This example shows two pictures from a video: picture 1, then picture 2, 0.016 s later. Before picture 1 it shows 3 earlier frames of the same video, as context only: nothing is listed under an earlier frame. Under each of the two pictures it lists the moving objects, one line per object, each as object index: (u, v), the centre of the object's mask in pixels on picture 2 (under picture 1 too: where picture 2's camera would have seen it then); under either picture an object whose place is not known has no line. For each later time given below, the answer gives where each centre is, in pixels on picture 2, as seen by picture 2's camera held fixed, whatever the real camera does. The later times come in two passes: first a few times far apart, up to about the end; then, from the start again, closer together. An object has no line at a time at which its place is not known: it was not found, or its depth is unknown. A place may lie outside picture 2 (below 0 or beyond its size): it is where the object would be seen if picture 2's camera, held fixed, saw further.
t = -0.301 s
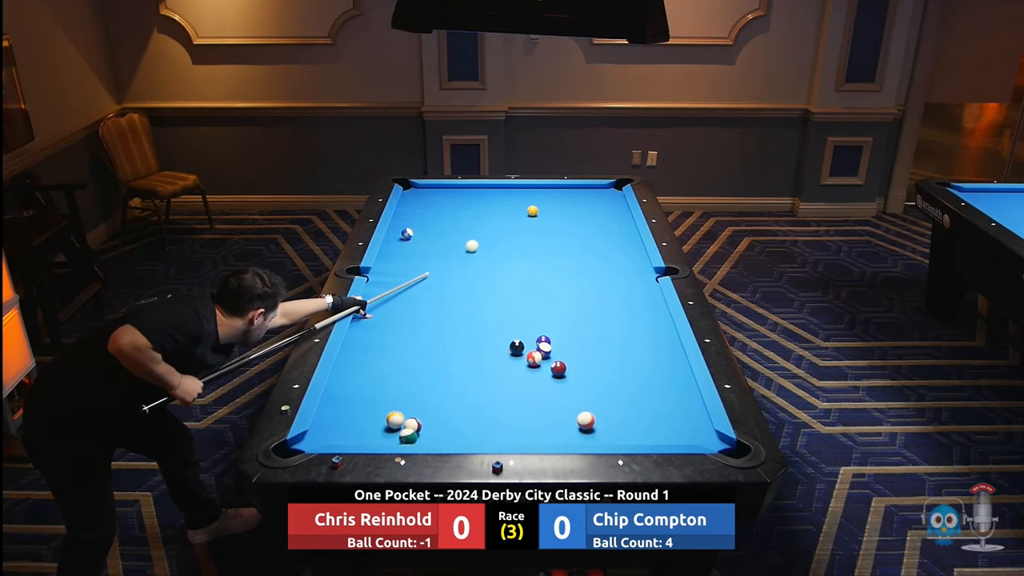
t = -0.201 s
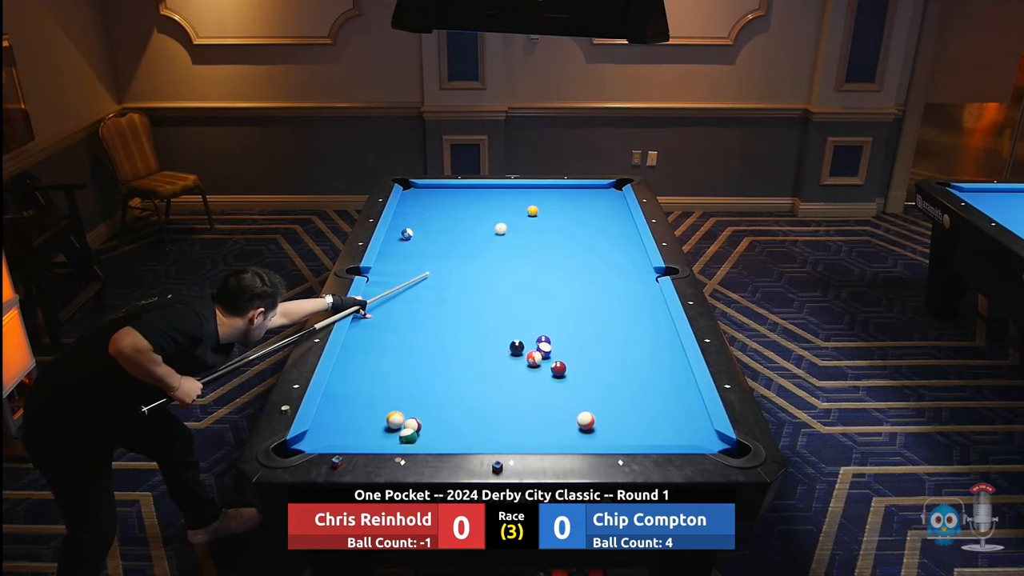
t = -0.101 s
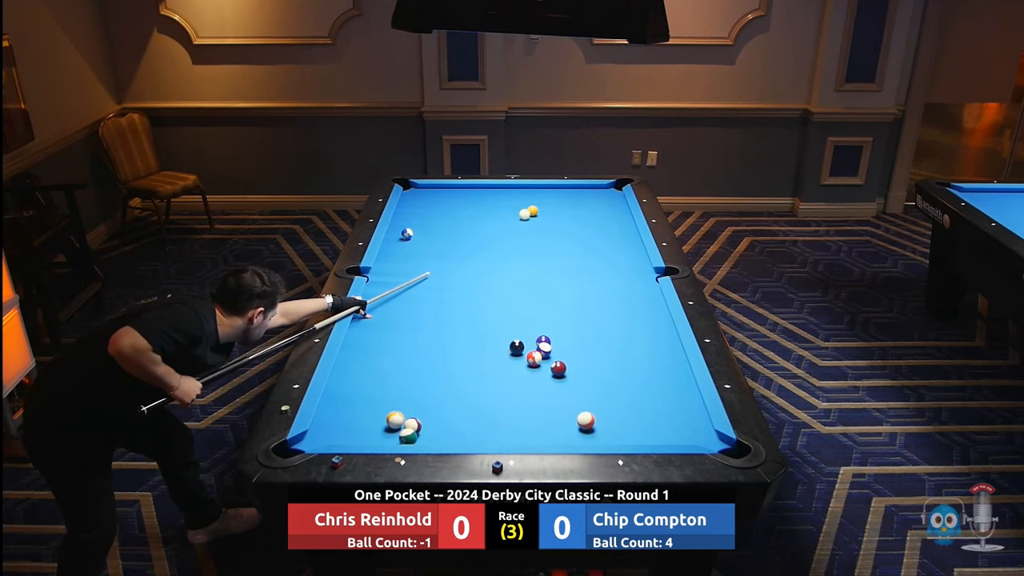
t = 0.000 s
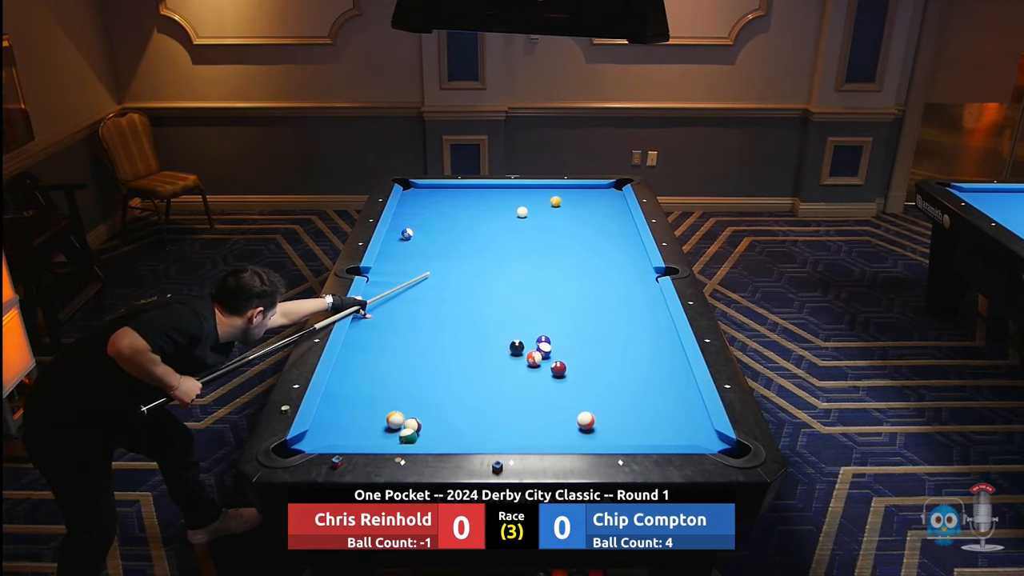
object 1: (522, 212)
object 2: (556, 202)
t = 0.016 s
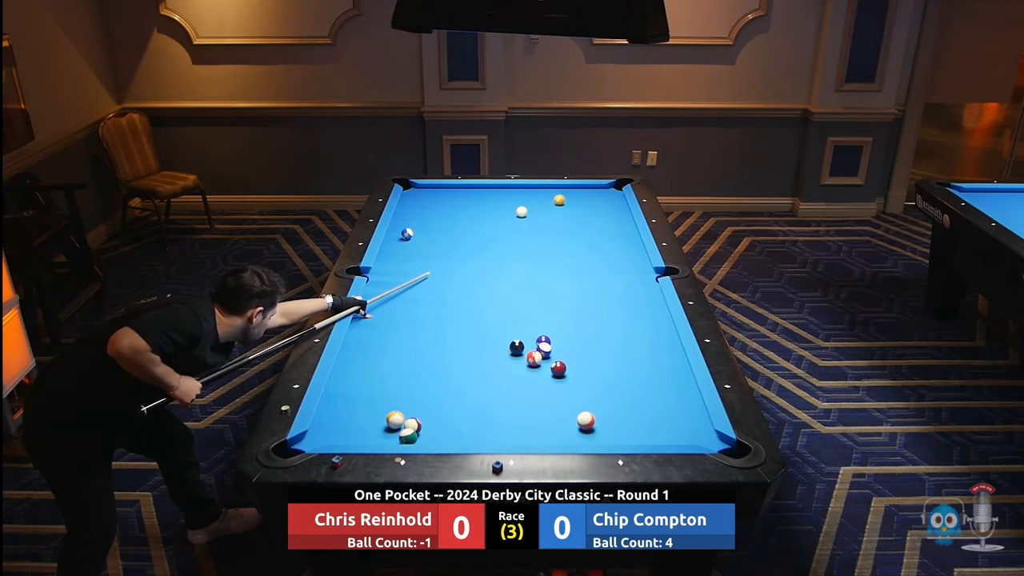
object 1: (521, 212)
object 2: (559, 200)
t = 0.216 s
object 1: (515, 209)
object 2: (595, 187)
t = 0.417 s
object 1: (510, 206)
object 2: (619, 196)
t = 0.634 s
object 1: (504, 203)
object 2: (607, 204)
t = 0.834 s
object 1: (499, 200)
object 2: (596, 212)
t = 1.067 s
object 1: (493, 197)
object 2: (582, 221)
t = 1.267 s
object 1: (489, 195)
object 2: (570, 230)
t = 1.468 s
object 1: (485, 194)
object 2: (558, 239)
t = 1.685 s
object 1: (481, 192)
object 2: (545, 248)
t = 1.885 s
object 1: (478, 190)
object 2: (532, 258)
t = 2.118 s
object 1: (475, 189)
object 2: (516, 269)
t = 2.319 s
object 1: (472, 188)
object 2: (502, 279)
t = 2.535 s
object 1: (470, 187)
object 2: (487, 289)
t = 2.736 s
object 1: (468, 186)
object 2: (472, 299)
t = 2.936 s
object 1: (467, 187)
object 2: (457, 310)
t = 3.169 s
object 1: (466, 187)
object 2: (439, 322)
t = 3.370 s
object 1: (466, 187)
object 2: (423, 333)
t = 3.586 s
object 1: (466, 187)
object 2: (406, 344)
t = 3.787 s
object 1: (466, 187)
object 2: (390, 355)
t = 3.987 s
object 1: (466, 187)
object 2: (374, 366)
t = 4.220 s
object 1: (466, 187)
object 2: (354, 379)
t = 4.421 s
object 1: (466, 187)
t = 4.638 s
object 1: (466, 187)
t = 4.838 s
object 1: (466, 187)
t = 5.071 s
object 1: (466, 187)
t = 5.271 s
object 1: (466, 187)
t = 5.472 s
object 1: (466, 187)
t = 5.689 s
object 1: (466, 187)
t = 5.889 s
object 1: (466, 187)
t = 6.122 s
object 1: (466, 187)
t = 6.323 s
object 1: (466, 187)
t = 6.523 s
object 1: (466, 187)
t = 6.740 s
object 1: (466, 187)
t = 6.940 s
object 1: (466, 187)
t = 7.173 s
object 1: (466, 187)
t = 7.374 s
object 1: (466, 187)
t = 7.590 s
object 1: (466, 187)
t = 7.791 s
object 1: (466, 187)
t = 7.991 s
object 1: (466, 187)
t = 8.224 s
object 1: (466, 187)
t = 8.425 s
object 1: (466, 187)
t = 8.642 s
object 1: (466, 187)
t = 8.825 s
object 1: (466, 187)
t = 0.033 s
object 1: (521, 211)
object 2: (563, 199)
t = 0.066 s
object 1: (520, 211)
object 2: (569, 196)
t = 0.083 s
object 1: (519, 211)
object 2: (573, 195)
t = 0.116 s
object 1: (518, 210)
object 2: (579, 192)
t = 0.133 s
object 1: (518, 210)
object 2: (582, 191)
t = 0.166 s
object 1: (517, 210)
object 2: (588, 189)
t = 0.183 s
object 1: (516, 209)
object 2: (590, 187)
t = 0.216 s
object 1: (515, 209)
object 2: (595, 187)
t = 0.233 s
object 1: (515, 209)
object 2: (597, 188)
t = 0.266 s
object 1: (514, 208)
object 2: (601, 190)
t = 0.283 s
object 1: (513, 208)
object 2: (603, 190)
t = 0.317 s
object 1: (512, 207)
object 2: (608, 192)
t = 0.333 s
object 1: (512, 207)
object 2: (610, 192)
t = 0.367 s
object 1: (511, 206)
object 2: (614, 194)
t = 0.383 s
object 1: (510, 206)
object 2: (616, 194)
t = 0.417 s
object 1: (510, 206)
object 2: (619, 196)
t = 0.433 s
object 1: (509, 205)
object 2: (618, 196)
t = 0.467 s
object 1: (508, 205)
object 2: (616, 197)
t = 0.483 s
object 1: (508, 205)
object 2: (615, 198)
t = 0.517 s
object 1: (507, 204)
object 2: (613, 199)
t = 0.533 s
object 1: (506, 204)
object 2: (612, 200)
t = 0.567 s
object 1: (505, 203)
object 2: (610, 201)
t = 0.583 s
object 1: (505, 203)
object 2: (609, 202)
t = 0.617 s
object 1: (504, 203)
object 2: (608, 203)
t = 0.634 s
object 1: (504, 203)
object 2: (607, 204)
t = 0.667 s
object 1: (503, 202)
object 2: (605, 205)
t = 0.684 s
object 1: (502, 202)
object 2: (604, 206)
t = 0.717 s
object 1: (501, 202)
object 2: (602, 207)
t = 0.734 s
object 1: (501, 201)
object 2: (601, 208)
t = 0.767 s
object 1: (500, 201)
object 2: (599, 209)
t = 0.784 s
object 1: (500, 201)
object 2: (598, 210)
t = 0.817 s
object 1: (499, 200)
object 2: (597, 211)
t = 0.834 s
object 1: (499, 200)
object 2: (596, 212)
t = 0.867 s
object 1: (498, 199)
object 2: (594, 213)
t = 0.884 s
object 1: (498, 199)
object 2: (593, 214)
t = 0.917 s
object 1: (497, 199)
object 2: (591, 215)
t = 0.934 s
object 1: (496, 199)
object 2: (590, 216)
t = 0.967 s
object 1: (495, 198)
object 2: (588, 217)
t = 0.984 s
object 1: (495, 198)
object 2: (587, 218)
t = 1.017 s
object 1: (494, 198)
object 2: (585, 219)
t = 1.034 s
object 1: (494, 198)
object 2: (584, 220)
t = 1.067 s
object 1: (493, 197)
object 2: (582, 221)
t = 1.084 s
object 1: (493, 197)
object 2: (581, 222)
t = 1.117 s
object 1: (492, 197)
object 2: (579, 224)
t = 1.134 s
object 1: (492, 197)
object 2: (578, 224)
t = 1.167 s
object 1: (491, 196)
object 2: (576, 226)
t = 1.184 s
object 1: (491, 196)
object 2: (575, 226)
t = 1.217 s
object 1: (490, 195)
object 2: (574, 228)
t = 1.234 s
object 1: (489, 196)
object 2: (573, 228)
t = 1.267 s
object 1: (489, 195)
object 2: (570, 230)
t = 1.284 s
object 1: (489, 195)
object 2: (570, 231)
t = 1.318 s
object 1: (488, 195)
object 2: (567, 232)
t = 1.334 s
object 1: (488, 195)
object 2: (566, 233)
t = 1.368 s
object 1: (487, 194)
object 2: (564, 234)
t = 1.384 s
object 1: (487, 194)
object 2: (563, 235)
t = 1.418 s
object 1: (486, 194)
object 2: (561, 236)
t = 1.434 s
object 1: (486, 194)
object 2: (560, 237)
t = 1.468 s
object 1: (485, 194)
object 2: (558, 239)
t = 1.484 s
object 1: (485, 193)
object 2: (557, 240)
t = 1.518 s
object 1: (484, 193)
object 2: (555, 241)
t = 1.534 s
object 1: (484, 193)
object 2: (554, 242)
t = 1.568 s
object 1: (483, 193)
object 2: (552, 243)
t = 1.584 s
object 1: (483, 192)
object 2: (551, 244)
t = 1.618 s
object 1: (482, 192)
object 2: (549, 245)
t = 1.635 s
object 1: (482, 192)
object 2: (548, 246)
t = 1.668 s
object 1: (482, 192)
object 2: (545, 248)
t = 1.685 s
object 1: (481, 192)
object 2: (545, 248)
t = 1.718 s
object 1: (481, 191)
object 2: (542, 250)
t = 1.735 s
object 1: (480, 191)
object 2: (541, 251)
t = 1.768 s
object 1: (480, 191)
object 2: (539, 252)
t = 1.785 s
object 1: (480, 191)
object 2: (538, 253)
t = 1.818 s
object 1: (479, 191)
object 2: (536, 254)
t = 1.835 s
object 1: (479, 191)
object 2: (535, 255)
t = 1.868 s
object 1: (478, 190)
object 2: (533, 257)
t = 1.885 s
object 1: (478, 190)
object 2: (532, 258)
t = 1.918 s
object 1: (478, 190)
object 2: (529, 259)
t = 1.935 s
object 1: (477, 190)
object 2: (528, 260)
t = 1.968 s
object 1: (477, 190)
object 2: (526, 261)
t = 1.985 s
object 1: (477, 190)
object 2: (525, 262)
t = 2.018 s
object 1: (476, 189)
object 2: (523, 264)
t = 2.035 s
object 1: (476, 189)
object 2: (522, 265)
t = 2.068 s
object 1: (475, 189)
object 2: (519, 266)
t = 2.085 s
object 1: (475, 189)
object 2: (518, 267)
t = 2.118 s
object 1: (475, 189)
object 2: (516, 269)
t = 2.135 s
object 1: (475, 189)
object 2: (515, 269)
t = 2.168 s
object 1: (474, 189)
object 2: (513, 271)
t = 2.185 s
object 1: (474, 188)
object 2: (511, 272)
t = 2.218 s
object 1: (474, 188)
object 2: (509, 274)
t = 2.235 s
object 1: (473, 188)
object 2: (508, 274)
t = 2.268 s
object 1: (473, 188)
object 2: (506, 276)
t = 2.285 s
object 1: (473, 188)
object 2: (505, 277)
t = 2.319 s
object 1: (472, 188)
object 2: (502, 279)
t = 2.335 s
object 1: (472, 188)
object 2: (501, 279)
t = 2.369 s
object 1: (472, 188)
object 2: (499, 281)
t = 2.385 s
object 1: (472, 187)
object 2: (497, 282)
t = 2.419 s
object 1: (471, 187)
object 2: (495, 284)
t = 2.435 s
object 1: (471, 187)
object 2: (494, 284)
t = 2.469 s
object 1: (471, 187)
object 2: (492, 286)
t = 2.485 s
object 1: (471, 187)
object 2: (490, 287)
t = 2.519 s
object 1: (470, 187)
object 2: (488, 288)
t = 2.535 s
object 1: (470, 187)
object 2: (487, 289)
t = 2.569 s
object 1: (470, 187)
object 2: (484, 291)
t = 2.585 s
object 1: (469, 187)
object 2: (483, 292)
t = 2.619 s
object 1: (469, 187)
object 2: (481, 294)
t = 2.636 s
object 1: (469, 186)
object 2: (479, 294)
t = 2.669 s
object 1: (469, 186)
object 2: (477, 296)
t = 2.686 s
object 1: (468, 186)
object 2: (476, 297)
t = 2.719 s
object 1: (468, 186)
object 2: (473, 299)
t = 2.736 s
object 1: (468, 186)
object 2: (472, 299)
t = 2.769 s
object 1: (468, 186)
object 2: (469, 301)
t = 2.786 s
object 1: (468, 186)
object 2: (468, 302)
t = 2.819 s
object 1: (468, 187)
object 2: (466, 304)
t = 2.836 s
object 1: (468, 187)
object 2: (464, 305)
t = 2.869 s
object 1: (467, 187)
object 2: (462, 306)
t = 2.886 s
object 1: (467, 187)
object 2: (461, 307)
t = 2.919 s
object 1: (467, 187)
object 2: (458, 309)
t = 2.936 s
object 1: (467, 187)
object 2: (457, 310)
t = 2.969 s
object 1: (467, 187)
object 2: (455, 311)
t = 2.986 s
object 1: (467, 187)
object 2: (453, 312)
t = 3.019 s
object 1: (467, 187)
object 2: (451, 314)
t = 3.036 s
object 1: (467, 187)
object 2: (449, 315)
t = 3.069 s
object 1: (466, 187)
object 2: (447, 317)
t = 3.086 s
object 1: (466, 187)
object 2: (445, 318)
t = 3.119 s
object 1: (466, 187)
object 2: (443, 320)
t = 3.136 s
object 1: (466, 187)
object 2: (442, 320)
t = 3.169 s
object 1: (466, 187)
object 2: (439, 322)
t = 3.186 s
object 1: (466, 187)
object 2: (438, 323)
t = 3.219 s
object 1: (466, 187)
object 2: (435, 325)
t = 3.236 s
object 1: (466, 187)
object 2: (434, 326)
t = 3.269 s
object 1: (466, 187)
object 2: (431, 327)
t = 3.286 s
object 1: (466, 187)
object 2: (430, 328)
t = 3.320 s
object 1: (466, 187)
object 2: (427, 330)
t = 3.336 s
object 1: (466, 187)
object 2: (426, 331)
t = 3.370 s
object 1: (466, 187)
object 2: (423, 333)
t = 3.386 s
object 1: (466, 187)
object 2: (422, 334)
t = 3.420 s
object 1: (466, 187)
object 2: (419, 335)
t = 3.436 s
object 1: (466, 187)
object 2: (418, 336)
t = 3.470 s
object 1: (466, 187)
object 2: (416, 338)
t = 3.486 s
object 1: (466, 187)
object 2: (414, 339)
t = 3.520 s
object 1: (466, 187)
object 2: (411, 341)
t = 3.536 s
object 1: (466, 187)
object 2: (410, 342)
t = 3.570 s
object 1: (466, 187)
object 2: (408, 344)
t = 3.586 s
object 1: (466, 187)
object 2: (406, 344)
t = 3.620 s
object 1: (466, 187)
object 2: (403, 346)
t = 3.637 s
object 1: (466, 187)
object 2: (402, 347)
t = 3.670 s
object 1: (466, 187)
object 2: (399, 349)
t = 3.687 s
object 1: (466, 187)
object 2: (398, 350)
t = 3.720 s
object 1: (466, 187)
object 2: (395, 352)
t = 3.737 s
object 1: (466, 187)
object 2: (394, 353)
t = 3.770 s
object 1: (466, 187)
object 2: (391, 354)
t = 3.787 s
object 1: (466, 187)
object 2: (390, 355)
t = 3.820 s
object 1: (466, 187)
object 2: (387, 357)
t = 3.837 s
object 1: (466, 187)
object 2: (386, 358)
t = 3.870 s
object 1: (466, 187)
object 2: (383, 360)
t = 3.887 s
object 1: (466, 187)
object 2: (382, 361)
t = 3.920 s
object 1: (466, 187)
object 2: (379, 363)
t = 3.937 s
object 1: (466, 187)
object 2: (378, 364)
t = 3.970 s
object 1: (466, 187)
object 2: (375, 365)
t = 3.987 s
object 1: (466, 187)
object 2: (374, 366)
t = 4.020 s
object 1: (466, 187)
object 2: (371, 368)
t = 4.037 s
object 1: (466, 187)
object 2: (369, 369)
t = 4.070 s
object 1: (466, 187)
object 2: (366, 371)
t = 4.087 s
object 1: (466, 187)
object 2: (365, 372)
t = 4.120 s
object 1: (466, 187)
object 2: (362, 374)
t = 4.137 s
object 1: (466, 187)
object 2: (361, 375)
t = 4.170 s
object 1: (466, 187)
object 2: (358, 376)
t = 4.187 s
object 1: (466, 187)
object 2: (357, 378)
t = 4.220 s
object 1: (466, 187)
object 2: (354, 379)
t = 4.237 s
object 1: (466, 187)
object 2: (352, 380)
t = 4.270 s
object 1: (466, 187)
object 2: (350, 382)
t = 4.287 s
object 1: (466, 187)
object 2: (348, 383)
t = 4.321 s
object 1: (466, 187)
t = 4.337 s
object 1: (466, 187)
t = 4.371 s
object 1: (466, 187)
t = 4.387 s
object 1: (466, 187)
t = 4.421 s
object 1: (466, 187)
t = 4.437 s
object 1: (466, 187)
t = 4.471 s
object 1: (466, 187)
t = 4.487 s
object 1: (466, 187)
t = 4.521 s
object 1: (466, 187)
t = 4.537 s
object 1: (466, 187)
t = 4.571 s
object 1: (466, 187)
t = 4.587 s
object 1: (466, 187)
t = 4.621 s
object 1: (466, 187)
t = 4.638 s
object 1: (466, 187)
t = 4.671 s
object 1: (466, 187)
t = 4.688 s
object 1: (466, 187)
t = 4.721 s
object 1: (466, 187)
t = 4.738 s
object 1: (466, 187)
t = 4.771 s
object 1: (466, 187)
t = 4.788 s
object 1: (466, 187)
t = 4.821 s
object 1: (466, 187)
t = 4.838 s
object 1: (466, 187)
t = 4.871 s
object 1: (466, 187)
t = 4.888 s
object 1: (466, 187)
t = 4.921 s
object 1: (466, 187)
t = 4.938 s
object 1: (466, 187)
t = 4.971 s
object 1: (466, 187)
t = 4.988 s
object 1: (466, 187)
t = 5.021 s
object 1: (466, 187)
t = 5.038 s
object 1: (466, 187)
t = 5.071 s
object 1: (466, 187)
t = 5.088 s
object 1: (466, 187)
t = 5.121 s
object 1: (466, 187)
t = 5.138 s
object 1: (466, 187)
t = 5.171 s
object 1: (466, 187)
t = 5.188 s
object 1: (466, 187)
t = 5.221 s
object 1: (466, 187)
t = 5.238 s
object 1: (466, 187)
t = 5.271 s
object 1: (466, 187)
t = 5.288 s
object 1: (466, 187)
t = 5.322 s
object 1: (466, 187)
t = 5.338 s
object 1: (466, 187)
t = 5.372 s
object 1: (466, 187)
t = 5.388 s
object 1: (466, 187)
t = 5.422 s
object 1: (466, 187)
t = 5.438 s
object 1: (466, 187)
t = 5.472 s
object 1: (466, 187)
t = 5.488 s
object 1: (466, 187)
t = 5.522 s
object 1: (466, 187)
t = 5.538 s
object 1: (466, 187)
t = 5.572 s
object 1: (466, 187)
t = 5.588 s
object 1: (466, 187)
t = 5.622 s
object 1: (466, 187)
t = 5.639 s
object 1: (466, 187)
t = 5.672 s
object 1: (466, 187)
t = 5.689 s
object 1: (466, 187)
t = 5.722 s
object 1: (466, 187)
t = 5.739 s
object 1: (466, 187)
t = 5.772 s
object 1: (466, 187)
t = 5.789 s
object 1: (466, 187)
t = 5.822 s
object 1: (466, 187)
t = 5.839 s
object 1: (466, 187)
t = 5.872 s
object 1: (466, 187)
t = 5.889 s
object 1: (466, 187)
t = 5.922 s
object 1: (466, 187)
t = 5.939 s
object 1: (466, 187)
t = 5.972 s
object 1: (466, 187)
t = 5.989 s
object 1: (466, 187)
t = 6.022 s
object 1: (466, 187)
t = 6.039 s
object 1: (466, 187)
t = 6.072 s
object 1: (466, 187)
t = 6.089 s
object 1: (466, 187)
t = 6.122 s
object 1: (466, 187)
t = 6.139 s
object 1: (466, 187)
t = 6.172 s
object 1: (466, 187)
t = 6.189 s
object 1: (466, 187)
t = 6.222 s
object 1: (466, 187)
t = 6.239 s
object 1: (466, 187)
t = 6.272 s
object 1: (466, 187)
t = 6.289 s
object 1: (466, 187)
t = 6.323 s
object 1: (466, 187)
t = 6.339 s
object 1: (466, 187)
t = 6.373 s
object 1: (466, 187)
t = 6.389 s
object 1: (466, 187)
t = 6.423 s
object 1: (466, 187)
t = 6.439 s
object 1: (466, 187)
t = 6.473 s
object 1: (466, 187)
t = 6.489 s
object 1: (466, 187)
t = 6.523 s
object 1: (466, 187)
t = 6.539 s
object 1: (466, 187)
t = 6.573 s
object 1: (466, 187)
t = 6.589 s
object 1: (466, 187)
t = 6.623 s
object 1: (466, 187)
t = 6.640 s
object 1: (466, 187)
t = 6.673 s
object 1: (466, 187)
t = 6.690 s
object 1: (466, 187)
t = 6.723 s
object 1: (466, 187)
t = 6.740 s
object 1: (466, 187)
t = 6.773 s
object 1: (466, 187)
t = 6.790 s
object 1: (466, 187)
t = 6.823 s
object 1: (466, 187)
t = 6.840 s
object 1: (466, 187)
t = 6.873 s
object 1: (466, 187)
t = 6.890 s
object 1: (466, 187)
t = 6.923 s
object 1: (466, 187)
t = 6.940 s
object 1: (466, 187)
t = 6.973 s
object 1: (466, 187)
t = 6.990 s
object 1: (466, 187)
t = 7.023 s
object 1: (466, 187)
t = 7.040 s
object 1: (466, 187)
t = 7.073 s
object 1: (466, 187)
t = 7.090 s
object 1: (466, 187)
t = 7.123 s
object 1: (466, 187)
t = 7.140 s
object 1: (466, 187)
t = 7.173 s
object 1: (466, 187)
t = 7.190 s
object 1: (466, 187)
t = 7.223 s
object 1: (466, 187)
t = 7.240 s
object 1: (466, 187)
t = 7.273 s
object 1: (466, 187)
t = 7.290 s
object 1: (466, 187)
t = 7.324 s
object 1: (466, 187)
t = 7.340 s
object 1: (466, 187)
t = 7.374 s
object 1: (466, 187)
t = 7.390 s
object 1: (466, 187)
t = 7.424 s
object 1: (466, 187)
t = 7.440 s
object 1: (466, 187)
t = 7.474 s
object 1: (466, 187)
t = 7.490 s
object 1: (466, 187)
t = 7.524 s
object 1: (466, 187)
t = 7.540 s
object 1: (466, 187)
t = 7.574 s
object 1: (466, 187)
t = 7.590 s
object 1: (466, 187)
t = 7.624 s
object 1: (466, 187)
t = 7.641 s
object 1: (466, 187)
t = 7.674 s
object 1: (466, 187)
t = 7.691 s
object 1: (466, 187)
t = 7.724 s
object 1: (466, 187)
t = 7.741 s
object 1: (466, 187)
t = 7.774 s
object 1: (466, 187)
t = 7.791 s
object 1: (466, 187)
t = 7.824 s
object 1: (466, 187)
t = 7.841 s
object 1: (466, 187)
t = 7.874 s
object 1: (466, 187)
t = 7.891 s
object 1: (466, 187)
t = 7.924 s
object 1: (466, 187)
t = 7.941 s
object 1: (466, 187)
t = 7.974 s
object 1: (466, 187)
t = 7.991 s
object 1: (466, 187)
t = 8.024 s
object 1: (466, 187)
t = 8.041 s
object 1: (466, 187)
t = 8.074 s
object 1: (466, 187)
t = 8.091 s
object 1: (466, 187)
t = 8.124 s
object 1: (466, 187)
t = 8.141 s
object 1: (466, 187)
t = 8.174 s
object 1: (466, 187)
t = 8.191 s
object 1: (466, 187)
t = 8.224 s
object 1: (466, 187)
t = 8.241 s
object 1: (466, 187)
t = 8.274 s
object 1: (466, 187)
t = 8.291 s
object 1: (466, 187)
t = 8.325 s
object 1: (466, 187)
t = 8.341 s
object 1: (466, 187)
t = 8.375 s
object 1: (466, 187)
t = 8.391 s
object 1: (466, 187)
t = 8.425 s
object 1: (466, 187)
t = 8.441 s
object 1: (466, 187)
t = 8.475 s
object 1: (466, 187)
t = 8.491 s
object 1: (466, 187)
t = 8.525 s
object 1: (466, 187)
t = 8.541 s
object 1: (466, 187)
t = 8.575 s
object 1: (466, 187)
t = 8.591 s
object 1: (466, 187)
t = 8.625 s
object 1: (466, 187)
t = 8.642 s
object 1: (466, 187)
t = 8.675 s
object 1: (466, 187)
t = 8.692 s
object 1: (466, 187)
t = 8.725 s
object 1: (466, 187)
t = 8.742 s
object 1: (466, 187)
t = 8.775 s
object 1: (466, 187)
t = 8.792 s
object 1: (466, 187)
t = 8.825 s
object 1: (466, 187)
